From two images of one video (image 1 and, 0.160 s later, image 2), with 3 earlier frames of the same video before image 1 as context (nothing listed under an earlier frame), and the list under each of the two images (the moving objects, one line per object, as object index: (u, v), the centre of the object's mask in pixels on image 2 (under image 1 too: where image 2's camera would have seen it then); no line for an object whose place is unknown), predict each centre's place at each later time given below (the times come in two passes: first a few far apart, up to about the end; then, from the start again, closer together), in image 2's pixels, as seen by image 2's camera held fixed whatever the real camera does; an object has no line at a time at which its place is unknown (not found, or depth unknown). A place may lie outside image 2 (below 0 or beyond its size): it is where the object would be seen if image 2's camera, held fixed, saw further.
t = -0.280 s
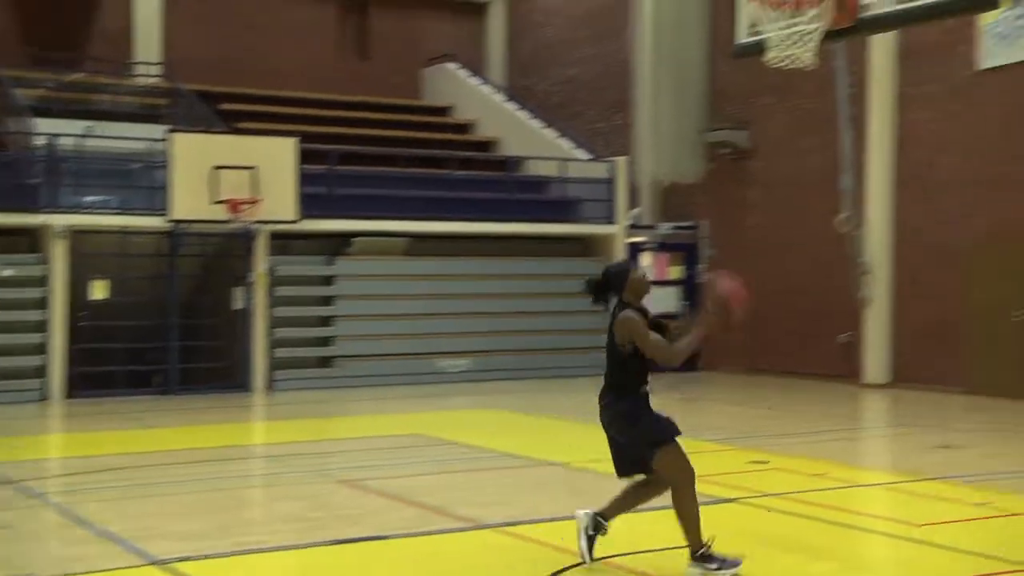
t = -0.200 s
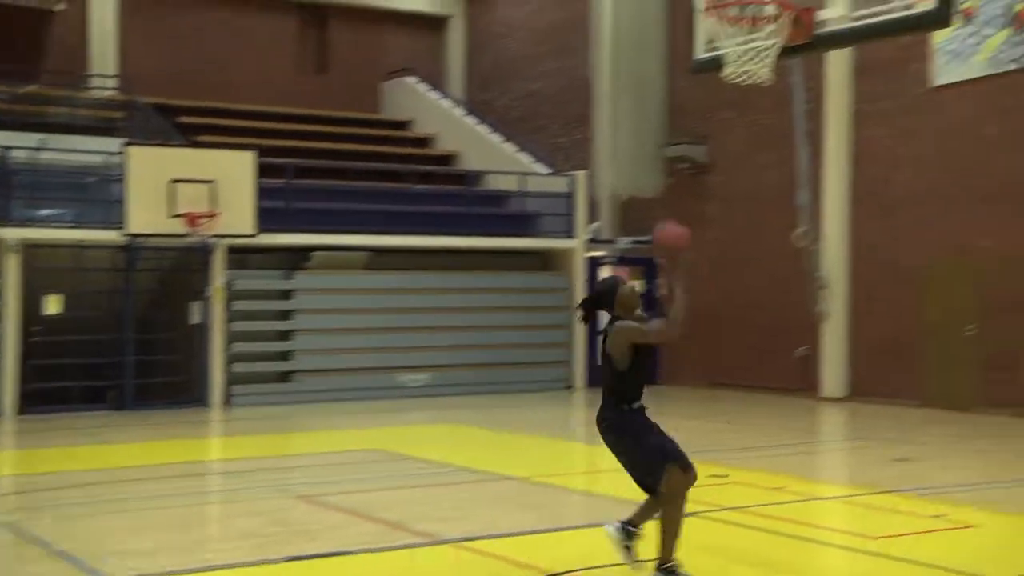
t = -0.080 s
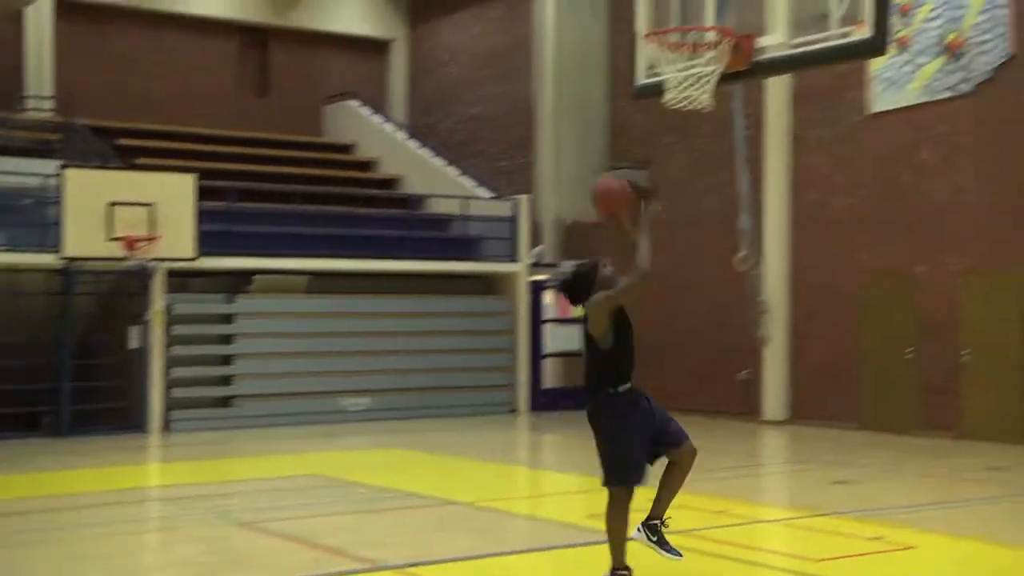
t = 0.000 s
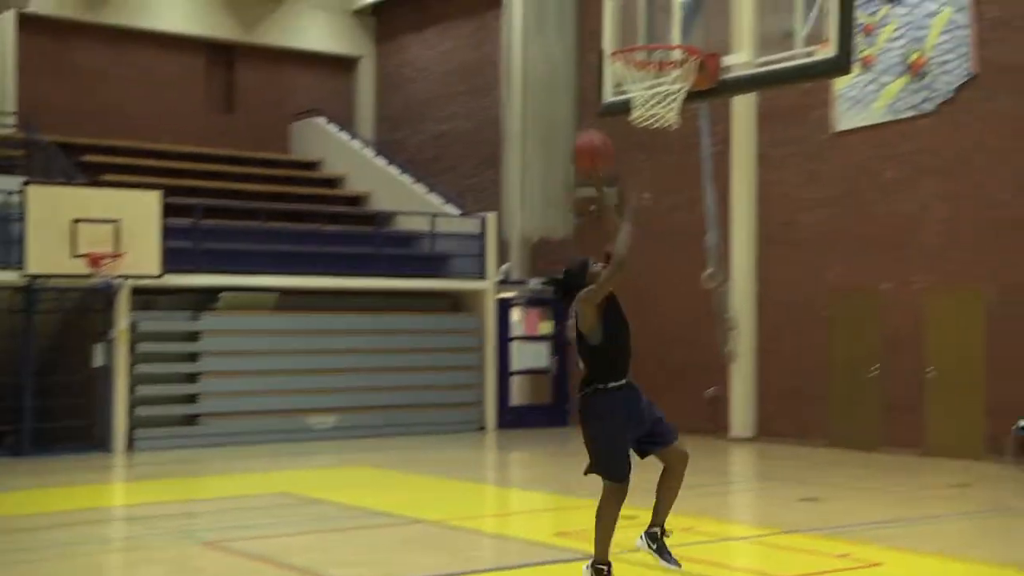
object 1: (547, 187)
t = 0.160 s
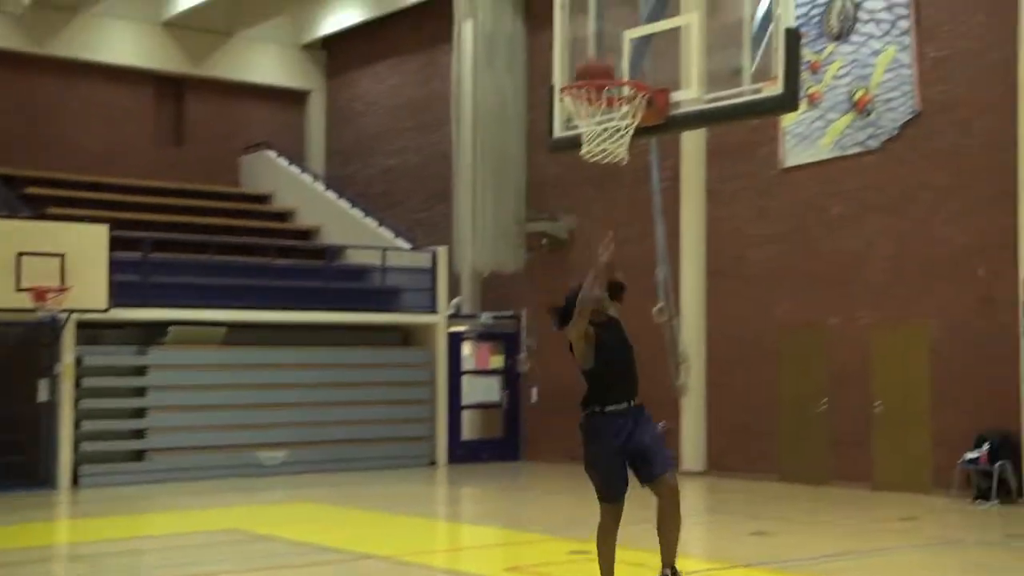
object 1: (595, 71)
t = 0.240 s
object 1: (603, 46)
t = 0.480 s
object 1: (591, 38)
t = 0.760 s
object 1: (615, 117)
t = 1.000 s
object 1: (600, 159)
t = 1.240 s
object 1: (587, 232)
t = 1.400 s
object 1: (575, 352)
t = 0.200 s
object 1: (605, 59)
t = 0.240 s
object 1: (603, 46)
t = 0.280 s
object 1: (601, 38)
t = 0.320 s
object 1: (600, 32)
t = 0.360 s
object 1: (597, 30)
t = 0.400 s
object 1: (595, 30)
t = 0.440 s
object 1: (593, 33)
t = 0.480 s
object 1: (591, 38)
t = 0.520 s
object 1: (590, 48)
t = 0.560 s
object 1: (588, 60)
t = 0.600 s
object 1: (586, 70)
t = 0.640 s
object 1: (592, 75)
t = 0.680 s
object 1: (600, 103)
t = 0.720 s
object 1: (609, 111)
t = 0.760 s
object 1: (615, 117)
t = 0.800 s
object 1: (622, 110)
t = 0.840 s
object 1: (601, 137)
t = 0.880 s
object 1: (600, 144)
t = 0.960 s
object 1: (607, 158)
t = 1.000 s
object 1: (600, 159)
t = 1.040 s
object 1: (598, 163)
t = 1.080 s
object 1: (598, 167)
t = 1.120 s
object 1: (595, 176)
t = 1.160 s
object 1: (592, 189)
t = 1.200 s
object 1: (589, 211)
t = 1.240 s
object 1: (587, 232)
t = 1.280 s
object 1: (583, 258)
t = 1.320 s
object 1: (581, 286)
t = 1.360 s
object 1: (578, 317)
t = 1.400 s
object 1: (575, 352)
